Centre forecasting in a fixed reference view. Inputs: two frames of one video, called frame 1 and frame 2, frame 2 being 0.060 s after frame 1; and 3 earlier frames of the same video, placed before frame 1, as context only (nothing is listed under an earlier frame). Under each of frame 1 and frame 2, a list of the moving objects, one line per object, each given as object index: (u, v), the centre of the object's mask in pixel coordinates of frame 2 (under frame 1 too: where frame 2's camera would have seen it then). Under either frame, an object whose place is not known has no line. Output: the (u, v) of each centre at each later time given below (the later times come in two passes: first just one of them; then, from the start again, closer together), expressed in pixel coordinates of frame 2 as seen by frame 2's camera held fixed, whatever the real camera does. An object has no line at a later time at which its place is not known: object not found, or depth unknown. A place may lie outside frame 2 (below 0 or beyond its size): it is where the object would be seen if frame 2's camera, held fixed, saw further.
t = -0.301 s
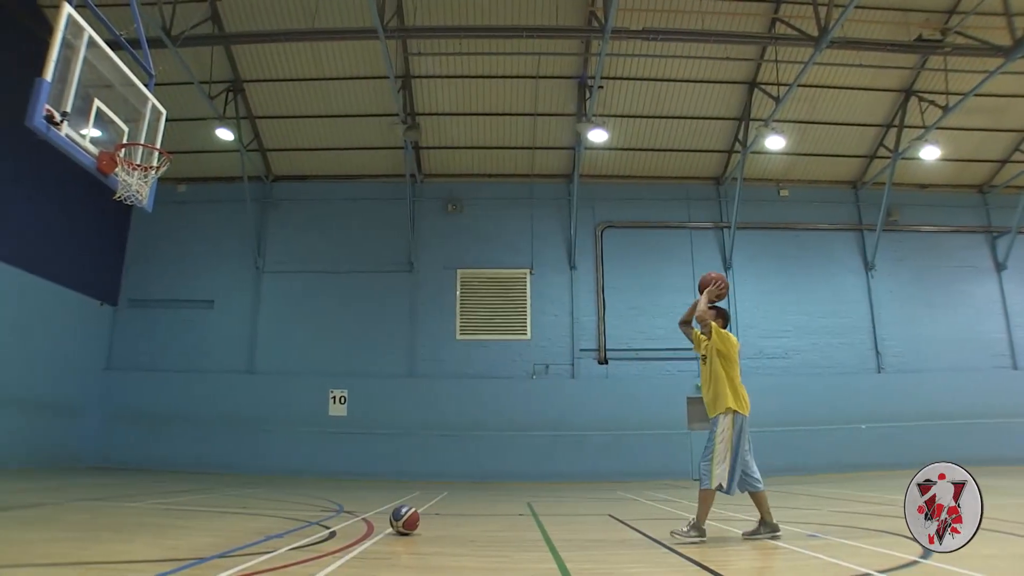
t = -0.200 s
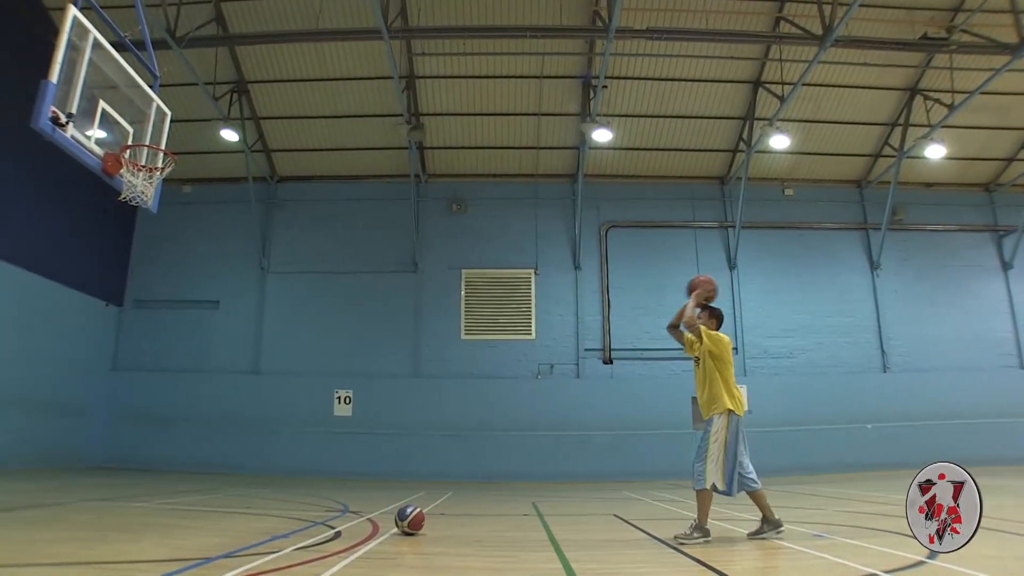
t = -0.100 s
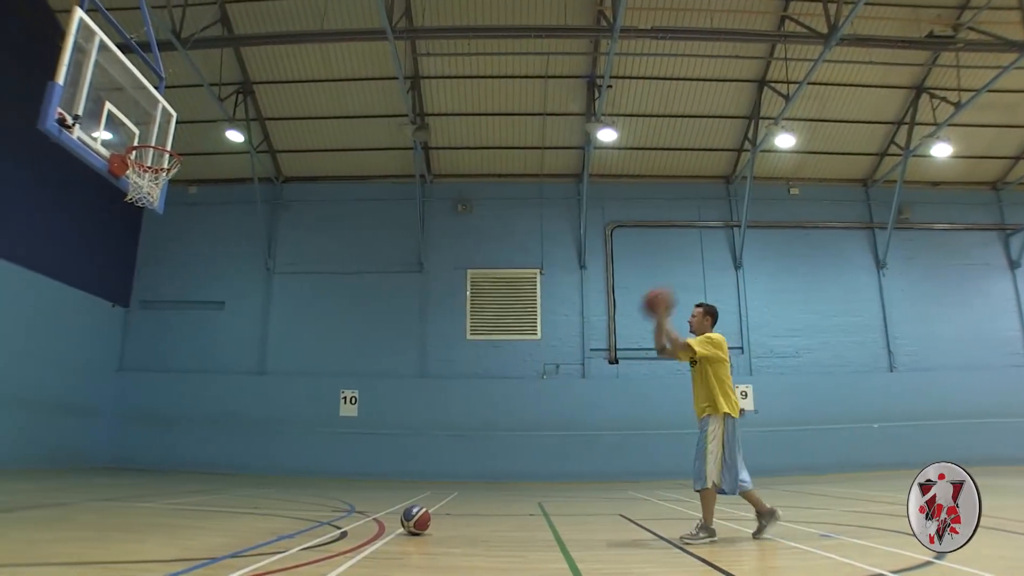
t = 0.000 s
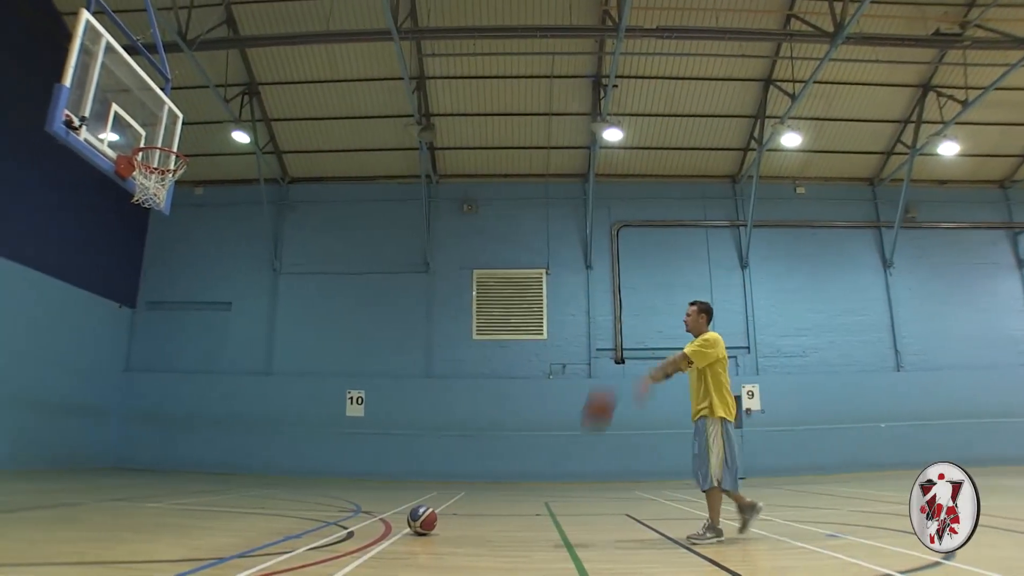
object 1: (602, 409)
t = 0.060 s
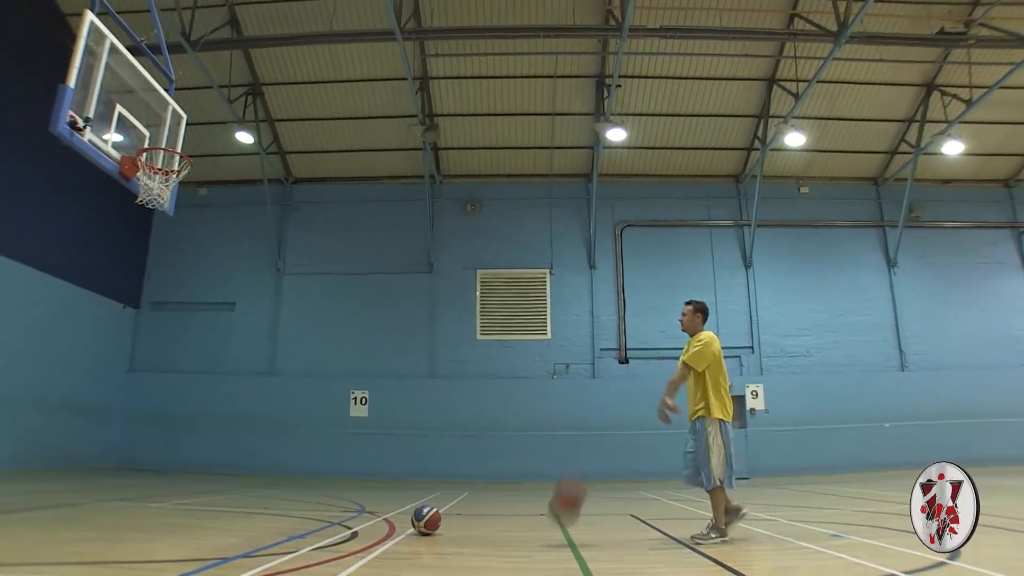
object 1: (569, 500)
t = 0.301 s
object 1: (482, 313)
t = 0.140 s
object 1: (534, 467)
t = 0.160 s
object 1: (528, 446)
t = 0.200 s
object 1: (514, 406)
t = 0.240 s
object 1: (502, 366)
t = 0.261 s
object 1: (496, 350)
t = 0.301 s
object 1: (482, 313)
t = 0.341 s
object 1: (469, 282)
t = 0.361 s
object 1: (464, 268)
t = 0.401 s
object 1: (452, 239)
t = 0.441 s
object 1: (441, 215)
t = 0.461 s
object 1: (434, 204)
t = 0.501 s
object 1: (422, 182)
